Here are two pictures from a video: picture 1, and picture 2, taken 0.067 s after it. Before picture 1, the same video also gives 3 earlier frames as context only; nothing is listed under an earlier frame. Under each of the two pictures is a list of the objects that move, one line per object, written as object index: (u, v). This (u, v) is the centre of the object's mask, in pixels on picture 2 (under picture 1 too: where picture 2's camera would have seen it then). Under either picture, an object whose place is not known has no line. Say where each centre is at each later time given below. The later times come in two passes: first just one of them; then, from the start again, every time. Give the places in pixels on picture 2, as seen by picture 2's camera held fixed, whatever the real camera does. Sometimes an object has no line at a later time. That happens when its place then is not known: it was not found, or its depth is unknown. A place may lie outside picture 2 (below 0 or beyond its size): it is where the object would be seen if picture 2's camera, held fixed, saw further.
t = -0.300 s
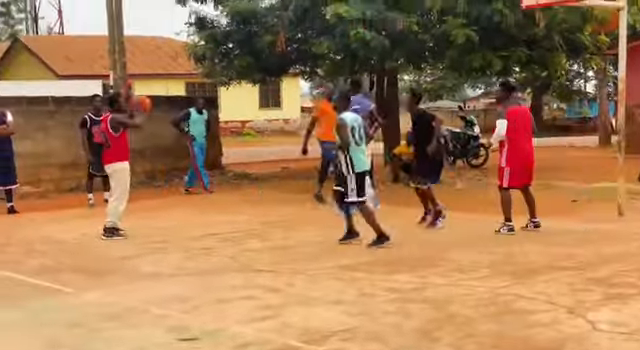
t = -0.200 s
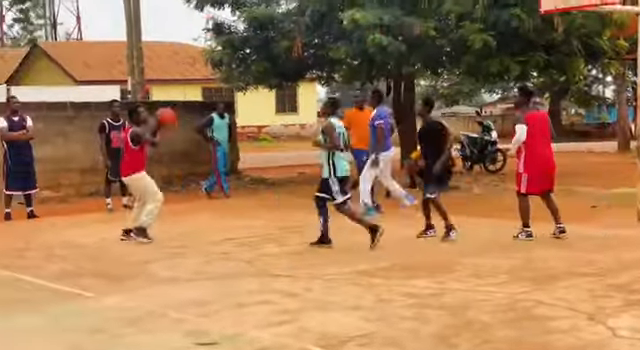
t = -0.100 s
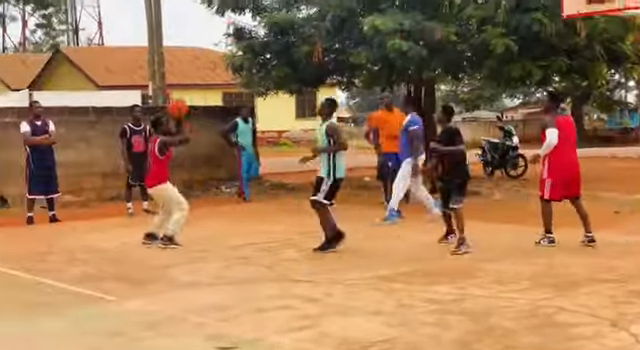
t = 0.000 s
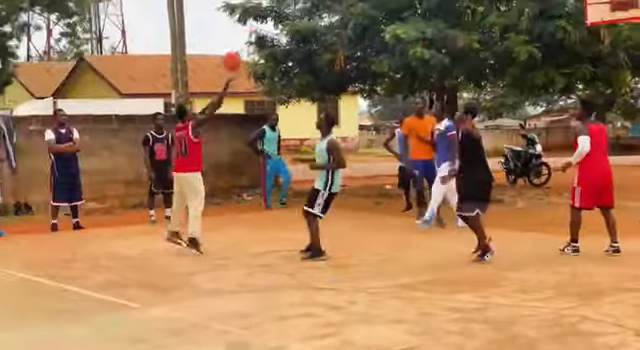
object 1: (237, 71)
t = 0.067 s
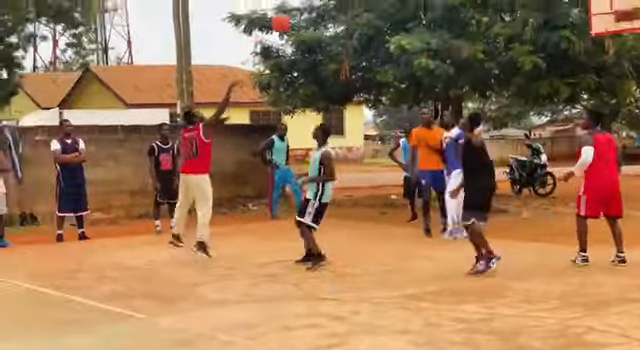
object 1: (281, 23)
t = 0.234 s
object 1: (388, -47)
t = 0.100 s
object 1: (301, 5)
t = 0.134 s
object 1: (326, -14)
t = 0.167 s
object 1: (346, -25)
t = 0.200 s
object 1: (369, -40)
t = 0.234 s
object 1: (388, -47)
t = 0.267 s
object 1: (413, -54)
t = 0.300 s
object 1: (432, -57)
